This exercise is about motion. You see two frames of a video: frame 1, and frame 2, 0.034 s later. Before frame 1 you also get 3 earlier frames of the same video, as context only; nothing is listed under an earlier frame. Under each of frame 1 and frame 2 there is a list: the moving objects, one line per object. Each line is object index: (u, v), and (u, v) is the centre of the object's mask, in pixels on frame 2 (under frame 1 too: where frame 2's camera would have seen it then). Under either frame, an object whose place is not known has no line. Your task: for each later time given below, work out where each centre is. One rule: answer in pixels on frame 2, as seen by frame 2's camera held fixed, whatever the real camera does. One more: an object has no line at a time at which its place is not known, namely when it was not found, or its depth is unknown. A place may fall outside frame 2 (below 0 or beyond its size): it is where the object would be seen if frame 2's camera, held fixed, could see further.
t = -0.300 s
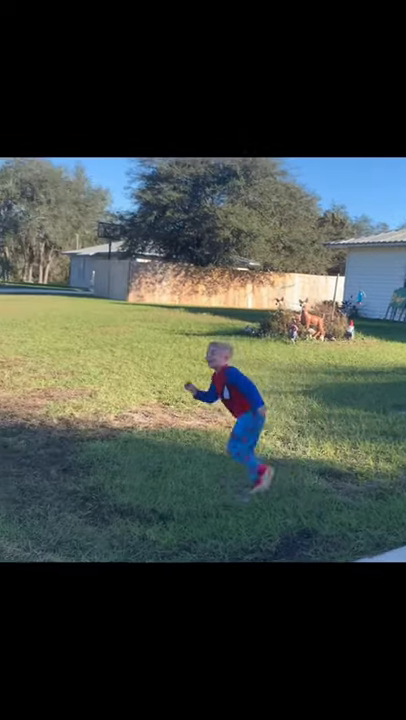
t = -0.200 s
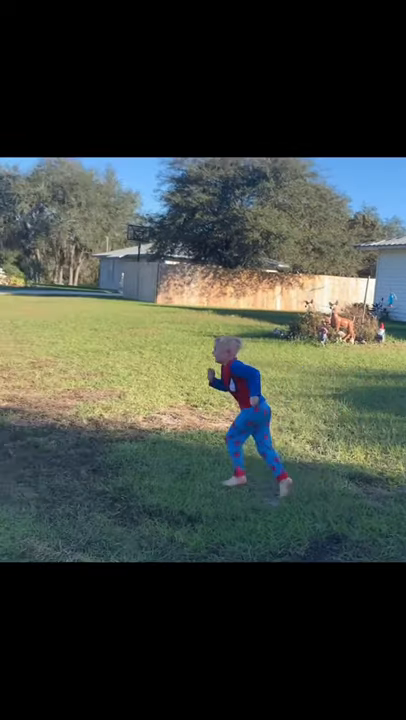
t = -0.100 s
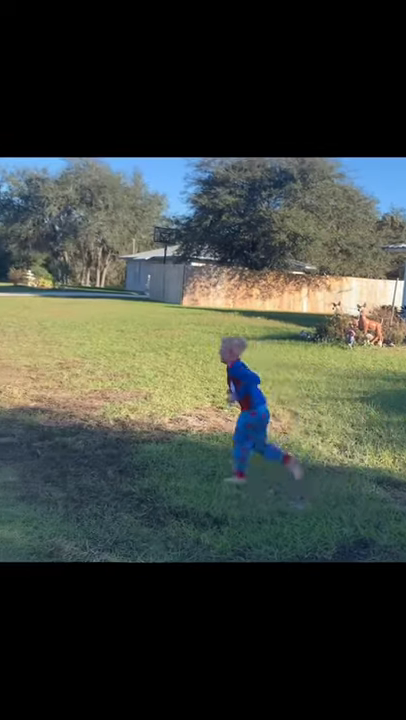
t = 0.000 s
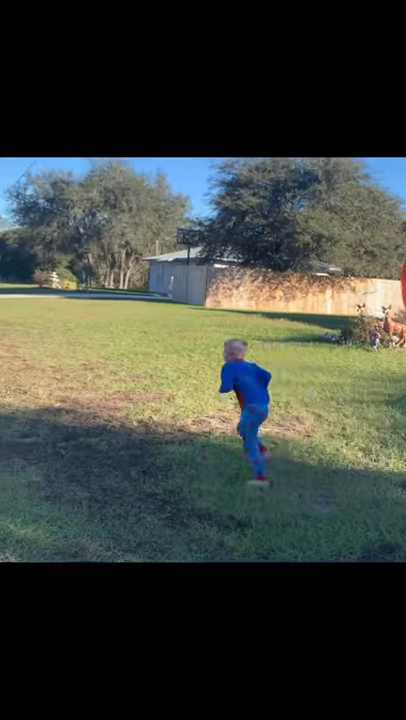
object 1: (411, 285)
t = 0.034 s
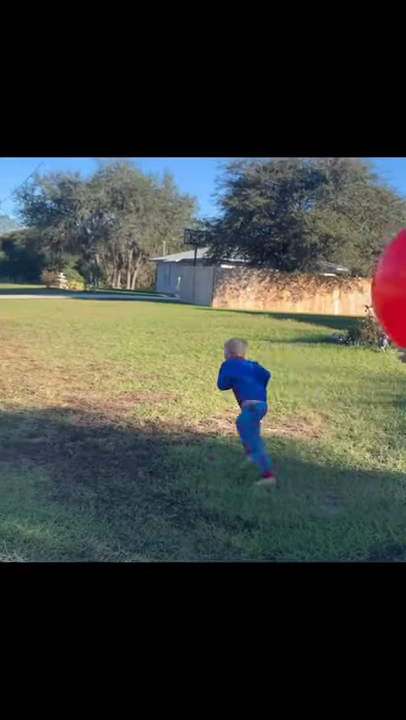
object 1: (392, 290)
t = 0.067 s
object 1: (369, 300)
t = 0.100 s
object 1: (347, 312)
